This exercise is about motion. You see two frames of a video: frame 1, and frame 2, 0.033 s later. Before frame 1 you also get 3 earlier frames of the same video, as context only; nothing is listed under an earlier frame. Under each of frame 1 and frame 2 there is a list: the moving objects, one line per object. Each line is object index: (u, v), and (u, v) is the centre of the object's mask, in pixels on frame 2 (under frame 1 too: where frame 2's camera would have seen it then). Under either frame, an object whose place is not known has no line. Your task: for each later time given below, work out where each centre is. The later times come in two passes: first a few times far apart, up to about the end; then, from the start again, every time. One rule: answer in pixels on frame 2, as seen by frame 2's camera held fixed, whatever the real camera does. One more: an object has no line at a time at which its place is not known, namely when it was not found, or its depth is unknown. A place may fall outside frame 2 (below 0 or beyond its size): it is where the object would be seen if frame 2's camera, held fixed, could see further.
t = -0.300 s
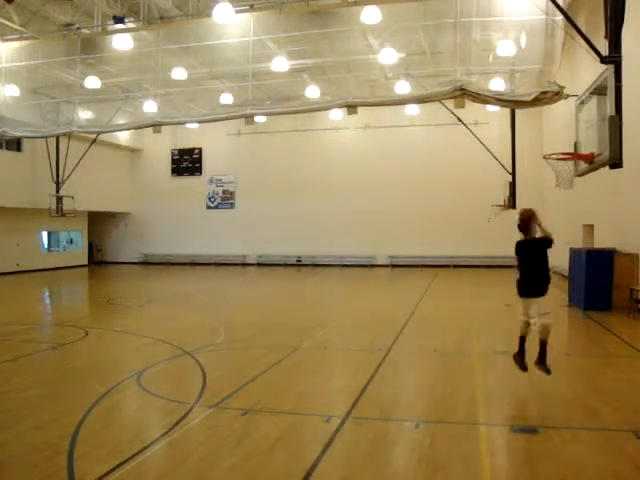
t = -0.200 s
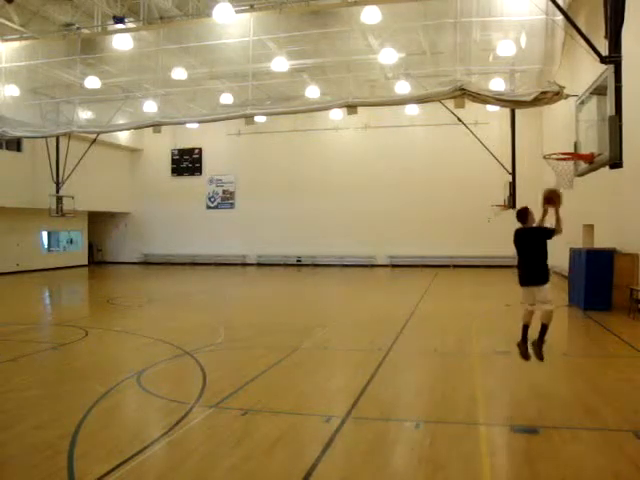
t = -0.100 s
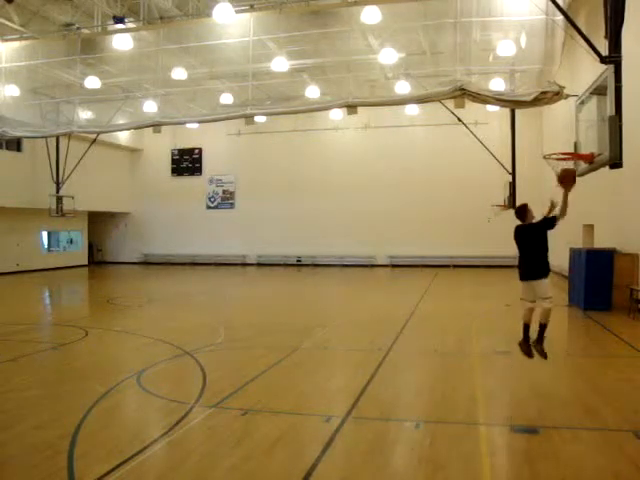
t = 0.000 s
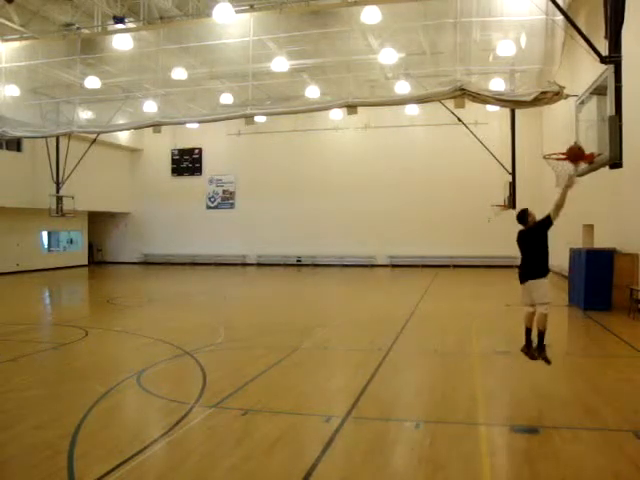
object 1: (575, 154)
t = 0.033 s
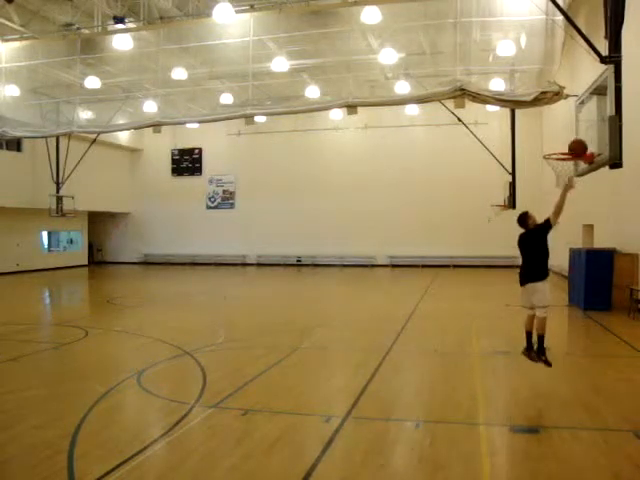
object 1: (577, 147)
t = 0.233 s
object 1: (582, 132)
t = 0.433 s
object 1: (566, 145)
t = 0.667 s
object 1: (552, 185)
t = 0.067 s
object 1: (580, 143)
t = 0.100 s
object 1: (582, 139)
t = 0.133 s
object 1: (584, 136)
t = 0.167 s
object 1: (586, 133)
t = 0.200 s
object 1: (585, 132)
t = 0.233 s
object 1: (582, 132)
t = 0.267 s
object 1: (579, 132)
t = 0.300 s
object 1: (576, 133)
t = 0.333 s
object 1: (573, 135)
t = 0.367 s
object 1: (571, 138)
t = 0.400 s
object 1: (568, 141)
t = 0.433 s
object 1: (566, 145)
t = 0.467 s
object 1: (562, 151)
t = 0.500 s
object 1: (559, 156)
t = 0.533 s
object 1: (556, 163)
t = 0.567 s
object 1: (554, 170)
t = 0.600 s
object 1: (553, 175)
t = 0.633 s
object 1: (553, 179)
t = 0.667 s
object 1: (552, 185)
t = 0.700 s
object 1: (551, 192)
